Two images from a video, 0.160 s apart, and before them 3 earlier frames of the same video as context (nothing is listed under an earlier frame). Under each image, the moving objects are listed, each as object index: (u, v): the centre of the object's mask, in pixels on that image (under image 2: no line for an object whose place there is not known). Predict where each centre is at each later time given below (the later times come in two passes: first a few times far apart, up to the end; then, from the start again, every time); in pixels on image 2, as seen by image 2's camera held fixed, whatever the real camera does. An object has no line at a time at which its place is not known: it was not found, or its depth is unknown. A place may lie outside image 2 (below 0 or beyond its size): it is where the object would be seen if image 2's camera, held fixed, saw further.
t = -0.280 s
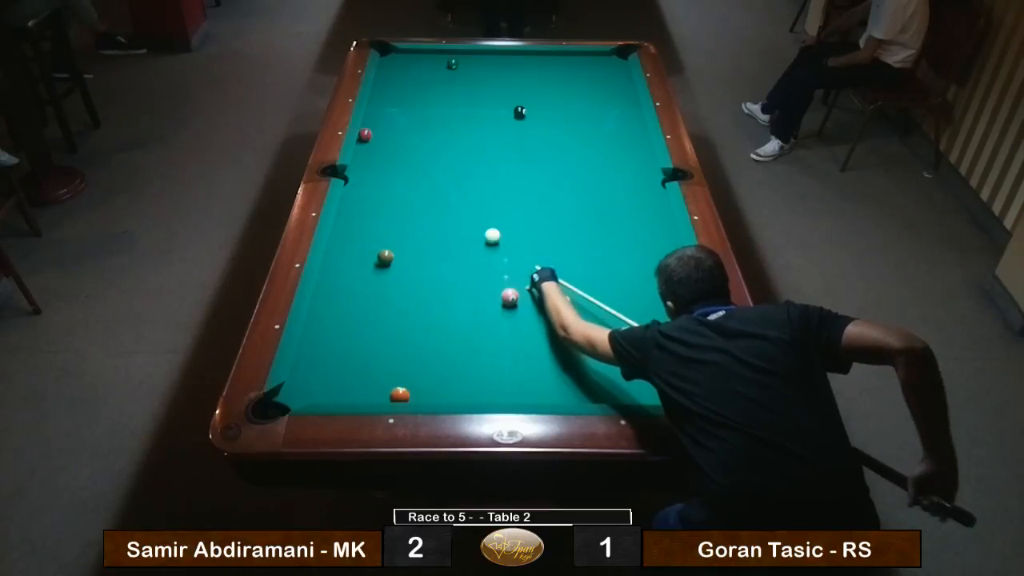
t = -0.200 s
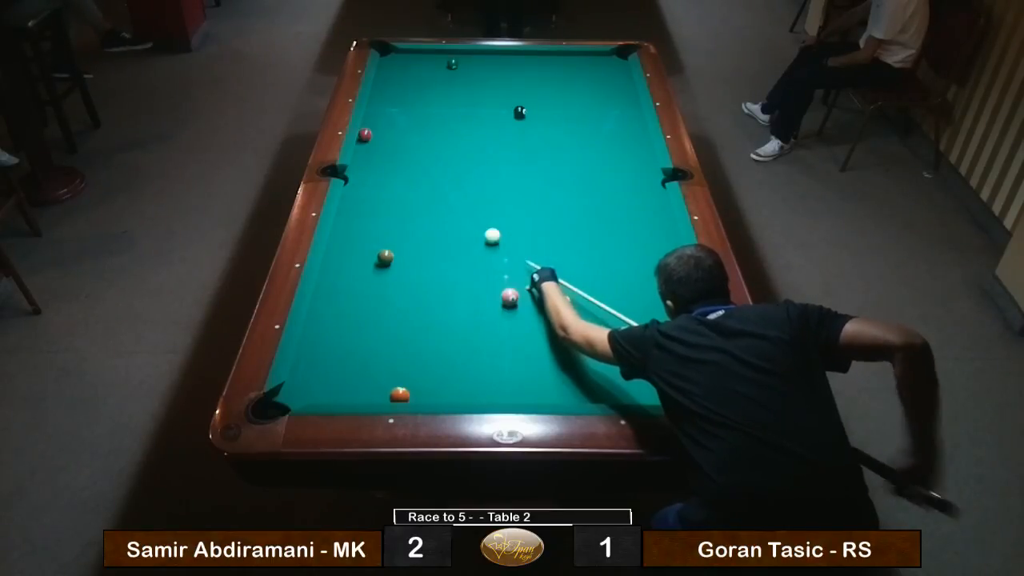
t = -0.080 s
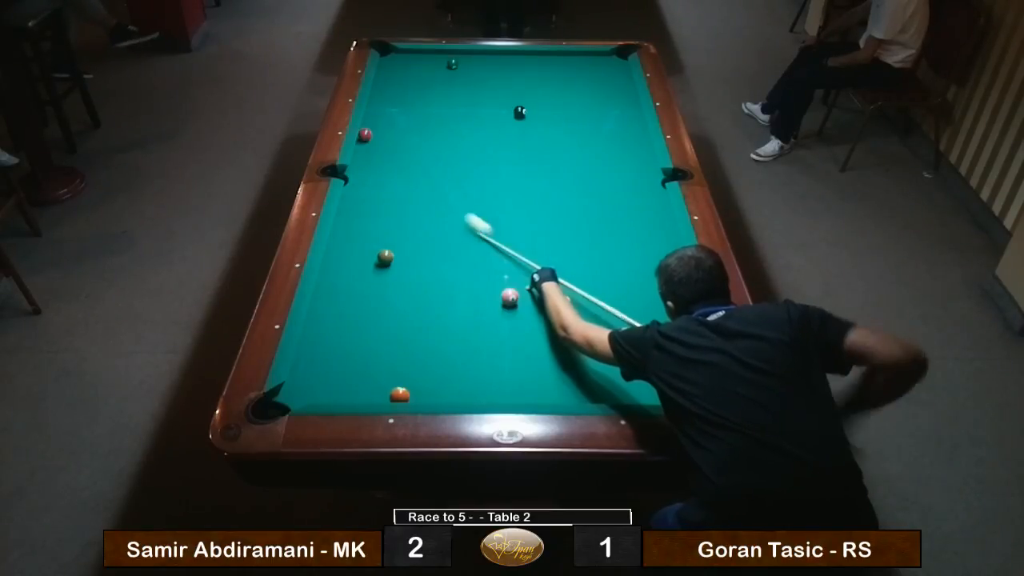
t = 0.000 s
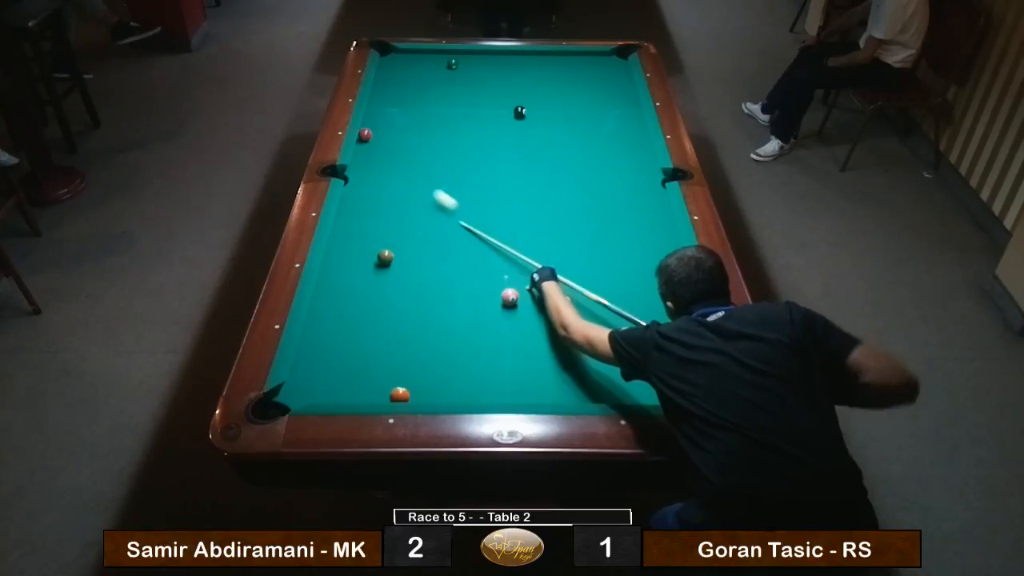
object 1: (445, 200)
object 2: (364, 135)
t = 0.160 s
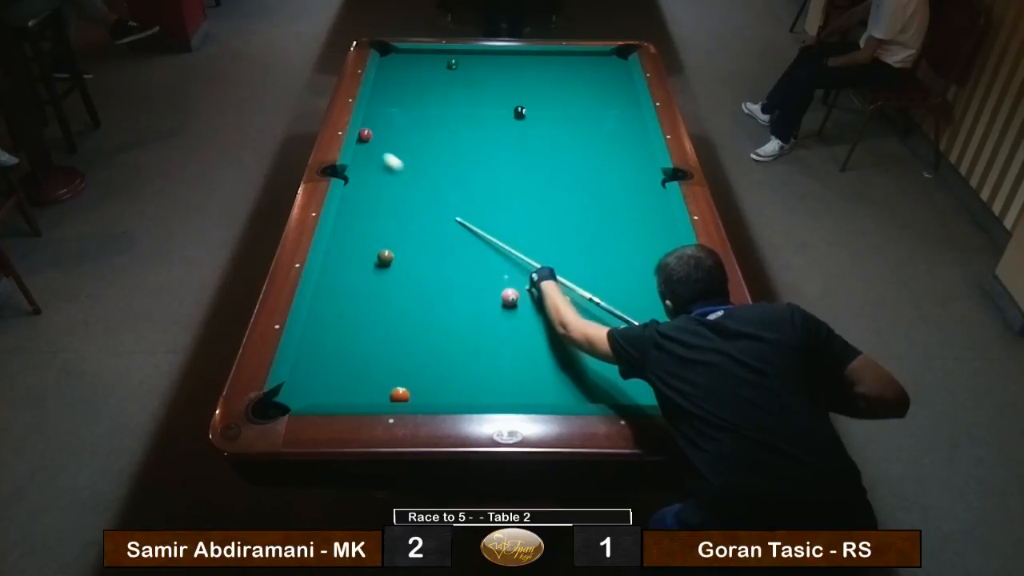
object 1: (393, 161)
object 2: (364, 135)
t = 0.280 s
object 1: (364, 141)
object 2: (365, 131)
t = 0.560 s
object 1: (395, 151)
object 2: (373, 106)
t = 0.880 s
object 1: (431, 164)
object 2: (380, 80)
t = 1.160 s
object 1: (463, 174)
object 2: (386, 59)
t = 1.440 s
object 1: (494, 185)
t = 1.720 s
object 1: (524, 195)
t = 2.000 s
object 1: (554, 205)
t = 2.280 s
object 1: (583, 215)
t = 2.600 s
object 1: (615, 227)
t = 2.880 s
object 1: (642, 236)
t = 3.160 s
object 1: (668, 245)
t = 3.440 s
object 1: (667, 251)
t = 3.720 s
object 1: (657, 255)
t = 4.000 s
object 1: (648, 258)
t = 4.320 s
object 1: (639, 262)
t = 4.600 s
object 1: (634, 264)
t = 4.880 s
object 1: (630, 265)
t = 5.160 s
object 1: (627, 266)
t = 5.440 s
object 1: (626, 266)
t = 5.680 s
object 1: (626, 266)
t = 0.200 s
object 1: (382, 154)
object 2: (364, 135)
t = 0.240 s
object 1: (372, 147)
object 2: (364, 134)
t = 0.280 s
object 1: (364, 141)
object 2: (365, 131)
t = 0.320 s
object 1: (367, 142)
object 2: (366, 129)
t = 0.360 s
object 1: (372, 143)
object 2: (367, 125)
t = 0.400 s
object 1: (377, 145)
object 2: (368, 121)
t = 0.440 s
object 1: (381, 147)
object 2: (370, 117)
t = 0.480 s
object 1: (386, 148)
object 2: (370, 113)
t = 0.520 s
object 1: (391, 150)
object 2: (372, 110)
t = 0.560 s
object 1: (395, 151)
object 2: (373, 106)
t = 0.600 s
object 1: (400, 153)
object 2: (373, 103)
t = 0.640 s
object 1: (404, 155)
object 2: (375, 99)
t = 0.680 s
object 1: (409, 156)
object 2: (375, 96)
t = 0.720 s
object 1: (413, 157)
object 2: (376, 92)
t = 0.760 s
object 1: (418, 159)
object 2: (377, 89)
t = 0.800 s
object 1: (422, 160)
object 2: (378, 86)
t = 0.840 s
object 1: (427, 162)
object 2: (379, 83)
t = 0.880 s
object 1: (431, 164)
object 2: (380, 80)
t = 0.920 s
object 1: (436, 165)
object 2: (381, 77)
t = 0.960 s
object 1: (441, 167)
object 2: (381, 74)
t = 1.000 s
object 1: (445, 168)
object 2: (382, 71)
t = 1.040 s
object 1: (449, 170)
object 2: (383, 68)
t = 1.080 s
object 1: (454, 171)
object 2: (384, 65)
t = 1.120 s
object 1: (458, 173)
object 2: (385, 62)
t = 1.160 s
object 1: (463, 174)
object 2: (386, 59)
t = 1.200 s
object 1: (467, 175)
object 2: (386, 57)
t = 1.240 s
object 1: (472, 177)
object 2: (387, 54)
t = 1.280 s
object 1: (476, 178)
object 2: (388, 51)
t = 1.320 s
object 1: (481, 180)
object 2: (389, 49)
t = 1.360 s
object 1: (485, 182)
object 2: (385, 49)
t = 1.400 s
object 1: (489, 183)
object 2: (382, 50)
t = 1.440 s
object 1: (494, 185)
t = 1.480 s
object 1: (498, 186)
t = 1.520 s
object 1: (502, 188)
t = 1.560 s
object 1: (507, 189)
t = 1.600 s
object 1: (511, 190)
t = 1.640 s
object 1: (515, 192)
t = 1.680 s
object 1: (520, 193)
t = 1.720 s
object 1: (524, 195)
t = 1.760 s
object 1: (528, 196)
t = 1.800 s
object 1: (532, 198)
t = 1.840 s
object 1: (537, 199)
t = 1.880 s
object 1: (541, 201)
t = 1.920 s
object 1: (545, 202)
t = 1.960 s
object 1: (549, 204)
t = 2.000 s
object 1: (554, 205)
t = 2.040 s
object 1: (558, 207)
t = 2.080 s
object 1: (562, 208)
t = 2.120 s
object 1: (566, 210)
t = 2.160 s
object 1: (570, 211)
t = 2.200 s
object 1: (574, 213)
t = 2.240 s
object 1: (578, 214)
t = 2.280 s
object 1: (583, 215)
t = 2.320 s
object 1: (587, 217)
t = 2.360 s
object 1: (591, 218)
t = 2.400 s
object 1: (595, 220)
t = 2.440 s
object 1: (599, 221)
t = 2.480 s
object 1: (603, 223)
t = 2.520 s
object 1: (607, 224)
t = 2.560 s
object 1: (611, 225)
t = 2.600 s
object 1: (615, 227)
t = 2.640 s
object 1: (619, 228)
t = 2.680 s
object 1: (623, 229)
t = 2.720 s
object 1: (627, 231)
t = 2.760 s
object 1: (631, 232)
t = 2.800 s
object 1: (635, 233)
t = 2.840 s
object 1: (638, 235)
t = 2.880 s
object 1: (642, 236)
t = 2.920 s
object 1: (646, 237)
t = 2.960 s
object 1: (650, 239)
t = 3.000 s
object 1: (653, 240)
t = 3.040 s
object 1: (657, 241)
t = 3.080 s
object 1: (661, 243)
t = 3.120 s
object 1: (665, 244)
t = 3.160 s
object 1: (668, 245)
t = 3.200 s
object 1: (672, 246)
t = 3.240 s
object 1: (675, 248)
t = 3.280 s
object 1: (674, 248)
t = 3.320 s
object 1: (672, 249)
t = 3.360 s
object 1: (670, 250)
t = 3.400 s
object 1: (669, 250)
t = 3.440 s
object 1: (667, 251)
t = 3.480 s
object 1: (666, 252)
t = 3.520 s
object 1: (664, 253)
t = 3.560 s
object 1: (663, 253)
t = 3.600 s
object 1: (661, 254)
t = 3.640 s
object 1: (660, 254)
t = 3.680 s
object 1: (658, 255)
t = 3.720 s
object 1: (657, 255)
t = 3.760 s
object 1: (655, 256)
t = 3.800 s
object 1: (654, 256)
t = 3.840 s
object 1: (653, 257)
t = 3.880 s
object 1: (651, 257)
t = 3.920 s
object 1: (650, 258)
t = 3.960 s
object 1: (649, 258)
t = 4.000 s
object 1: (648, 258)
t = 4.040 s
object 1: (647, 259)
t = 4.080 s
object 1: (645, 259)
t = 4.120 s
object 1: (644, 260)
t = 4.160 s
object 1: (643, 260)
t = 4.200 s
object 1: (642, 261)
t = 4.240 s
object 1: (641, 261)
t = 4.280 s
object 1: (640, 261)
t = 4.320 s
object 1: (639, 262)
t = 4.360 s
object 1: (638, 262)
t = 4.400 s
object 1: (638, 262)
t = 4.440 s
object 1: (637, 263)
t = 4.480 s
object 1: (636, 263)
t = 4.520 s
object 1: (635, 263)
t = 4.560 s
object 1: (635, 264)
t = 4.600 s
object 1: (634, 264)
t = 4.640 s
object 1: (633, 264)
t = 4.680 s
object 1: (633, 264)
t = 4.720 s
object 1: (632, 265)
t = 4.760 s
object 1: (631, 265)
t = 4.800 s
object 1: (631, 265)
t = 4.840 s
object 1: (630, 265)
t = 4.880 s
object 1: (630, 265)
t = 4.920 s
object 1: (629, 265)
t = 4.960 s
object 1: (629, 265)
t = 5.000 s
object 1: (629, 266)
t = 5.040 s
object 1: (628, 266)
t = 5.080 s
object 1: (628, 266)
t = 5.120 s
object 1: (628, 266)
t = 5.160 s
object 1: (627, 266)
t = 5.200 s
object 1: (627, 266)
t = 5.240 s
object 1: (627, 266)
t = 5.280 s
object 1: (627, 266)
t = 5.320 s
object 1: (626, 266)
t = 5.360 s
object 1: (626, 266)
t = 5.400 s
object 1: (626, 266)
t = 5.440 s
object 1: (626, 266)
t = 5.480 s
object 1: (626, 266)
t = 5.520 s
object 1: (626, 266)
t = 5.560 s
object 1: (626, 266)
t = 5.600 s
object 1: (626, 266)
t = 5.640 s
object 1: (626, 266)
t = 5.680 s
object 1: (626, 266)
